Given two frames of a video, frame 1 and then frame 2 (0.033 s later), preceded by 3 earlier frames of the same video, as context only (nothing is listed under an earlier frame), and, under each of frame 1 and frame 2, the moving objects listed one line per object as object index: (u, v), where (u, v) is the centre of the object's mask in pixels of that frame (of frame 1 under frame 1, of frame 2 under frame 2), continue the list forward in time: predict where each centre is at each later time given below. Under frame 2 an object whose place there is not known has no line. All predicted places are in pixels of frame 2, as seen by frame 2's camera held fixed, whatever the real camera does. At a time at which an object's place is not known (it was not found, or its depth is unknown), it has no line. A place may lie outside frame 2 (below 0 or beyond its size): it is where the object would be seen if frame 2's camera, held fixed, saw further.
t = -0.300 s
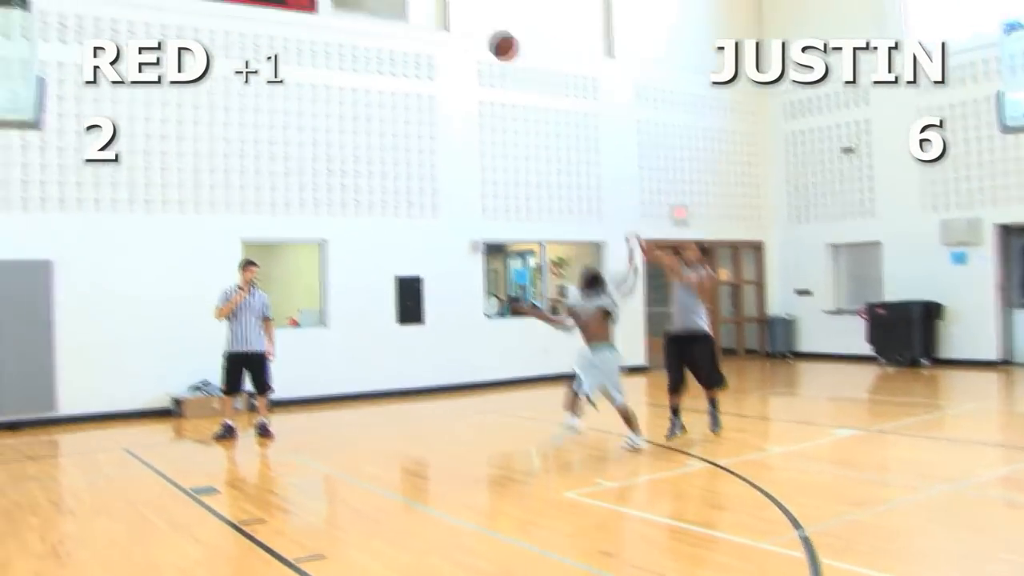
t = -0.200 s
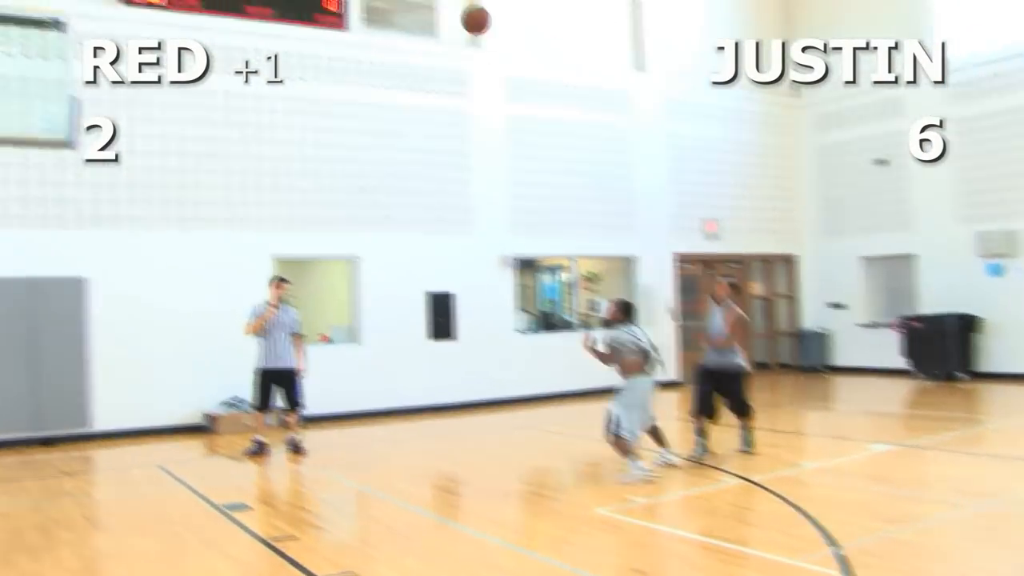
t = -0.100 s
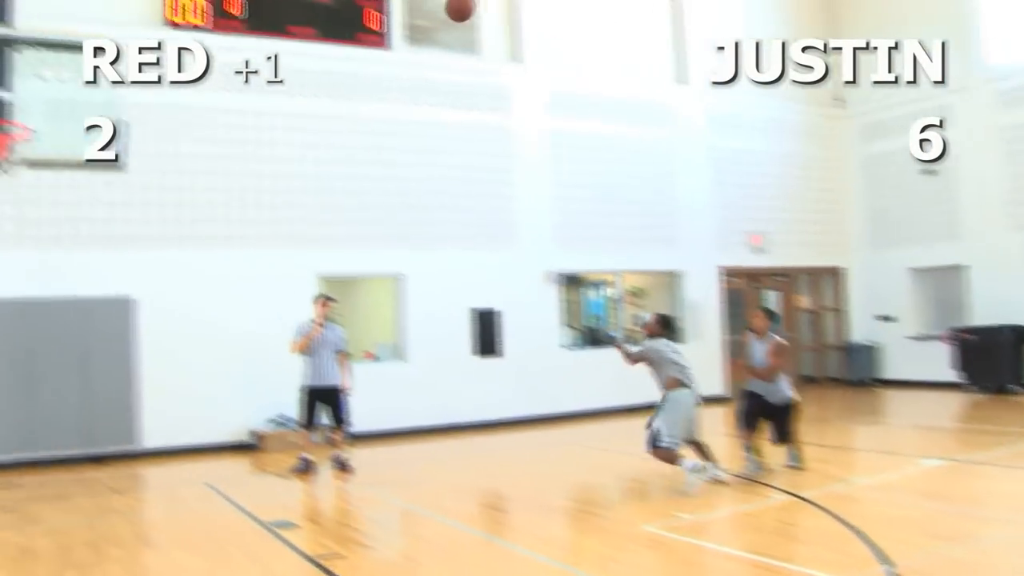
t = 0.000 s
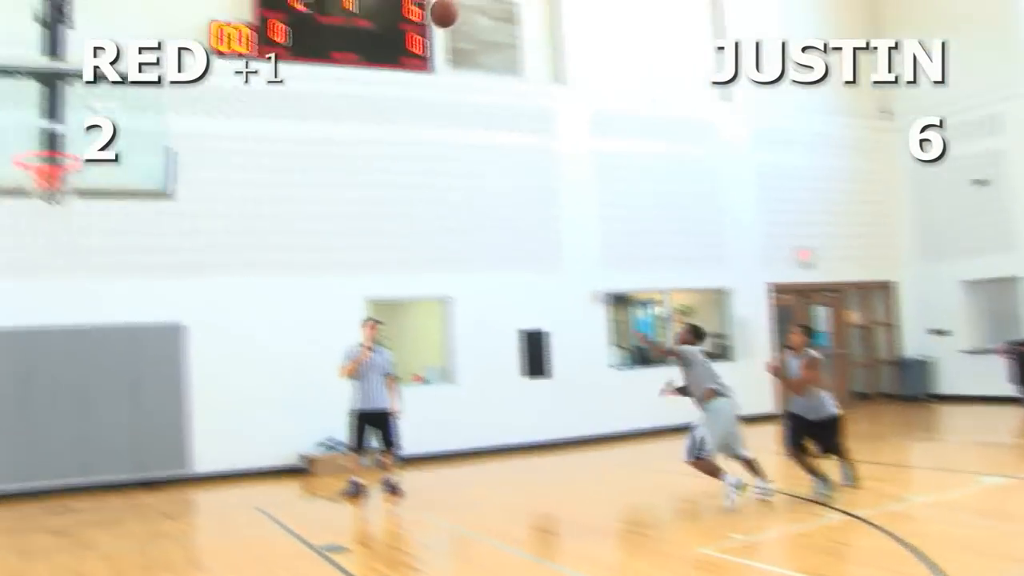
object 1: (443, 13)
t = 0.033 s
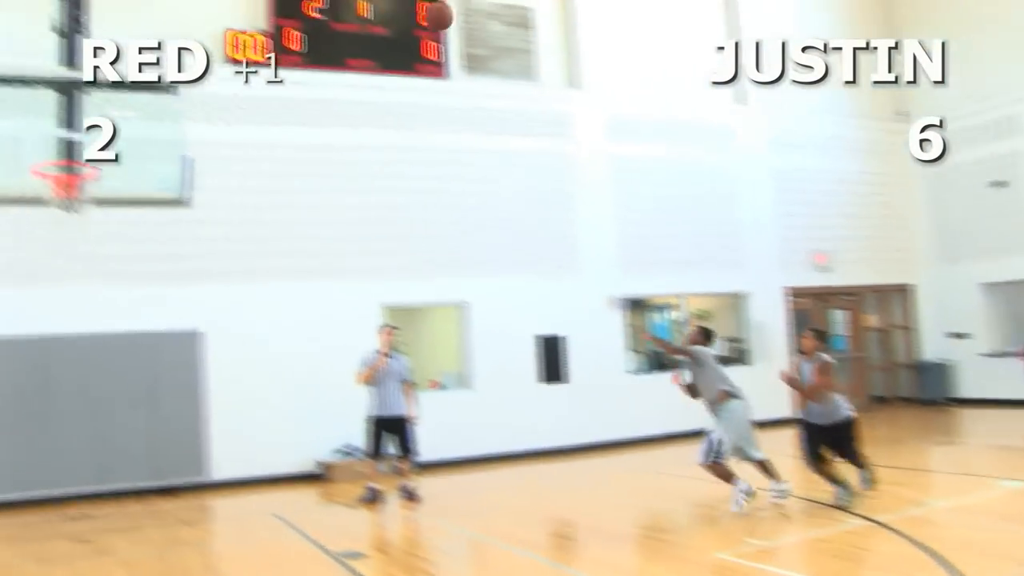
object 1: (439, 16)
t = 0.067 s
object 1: (418, 15)
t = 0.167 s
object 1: (361, 16)
